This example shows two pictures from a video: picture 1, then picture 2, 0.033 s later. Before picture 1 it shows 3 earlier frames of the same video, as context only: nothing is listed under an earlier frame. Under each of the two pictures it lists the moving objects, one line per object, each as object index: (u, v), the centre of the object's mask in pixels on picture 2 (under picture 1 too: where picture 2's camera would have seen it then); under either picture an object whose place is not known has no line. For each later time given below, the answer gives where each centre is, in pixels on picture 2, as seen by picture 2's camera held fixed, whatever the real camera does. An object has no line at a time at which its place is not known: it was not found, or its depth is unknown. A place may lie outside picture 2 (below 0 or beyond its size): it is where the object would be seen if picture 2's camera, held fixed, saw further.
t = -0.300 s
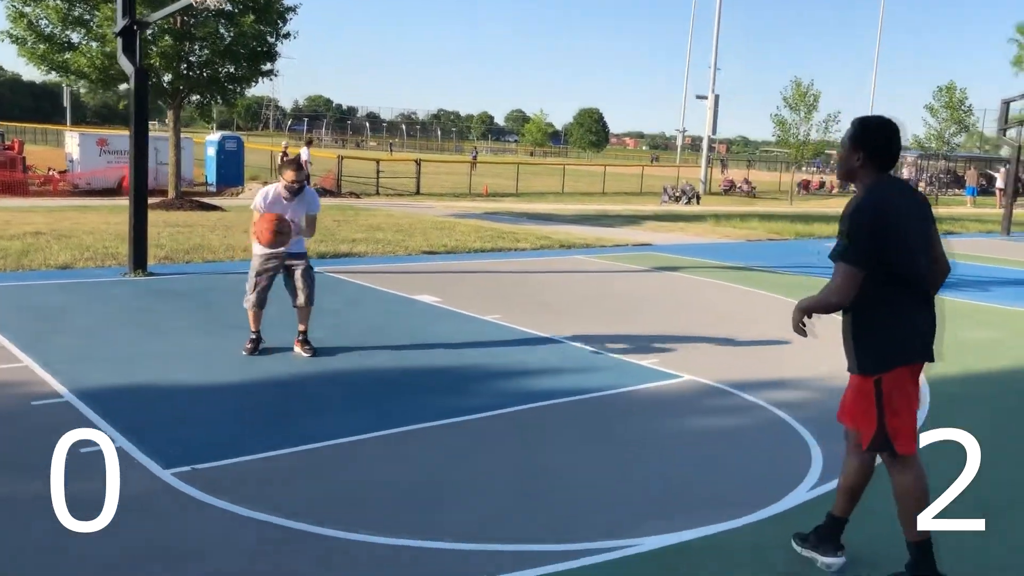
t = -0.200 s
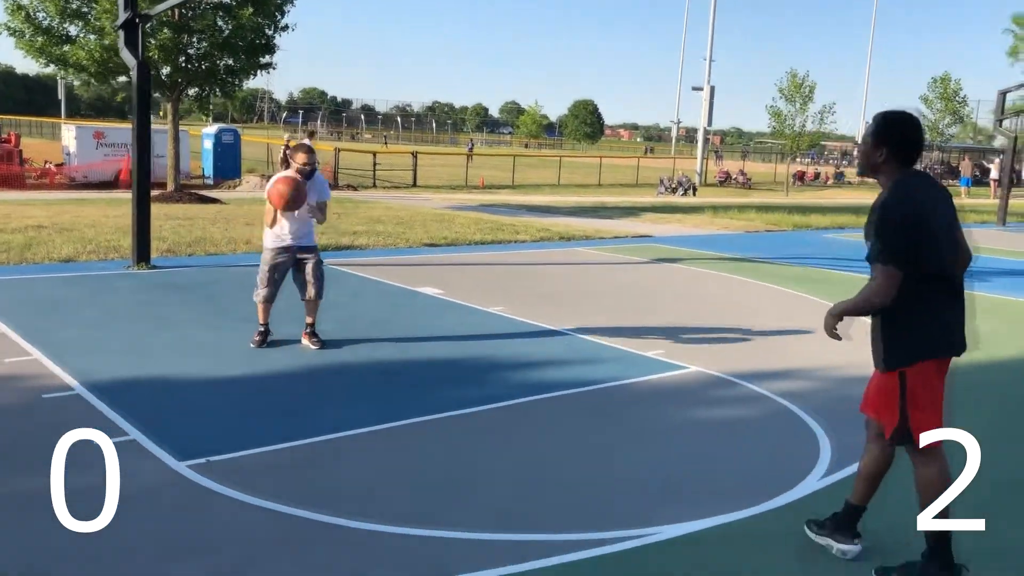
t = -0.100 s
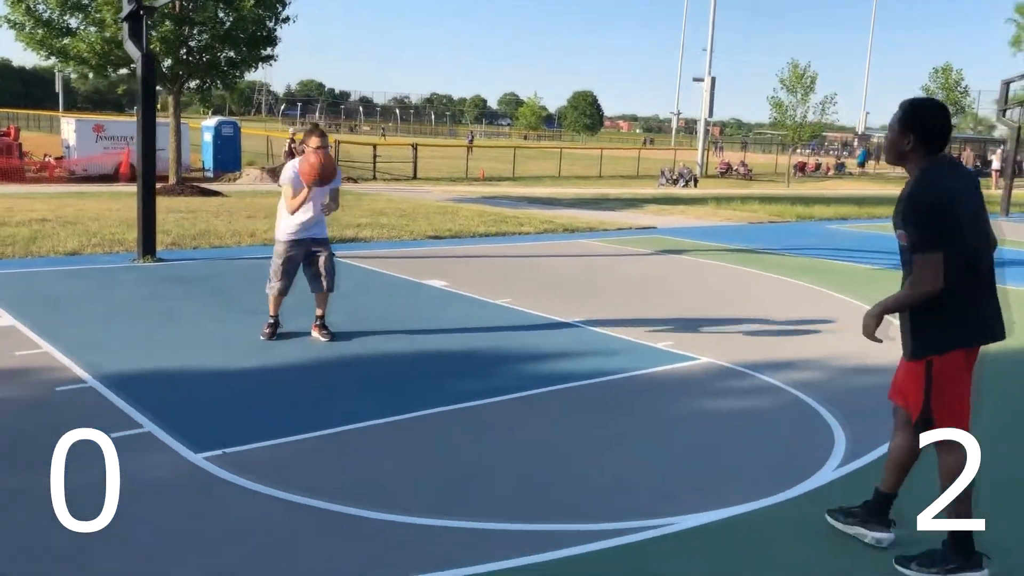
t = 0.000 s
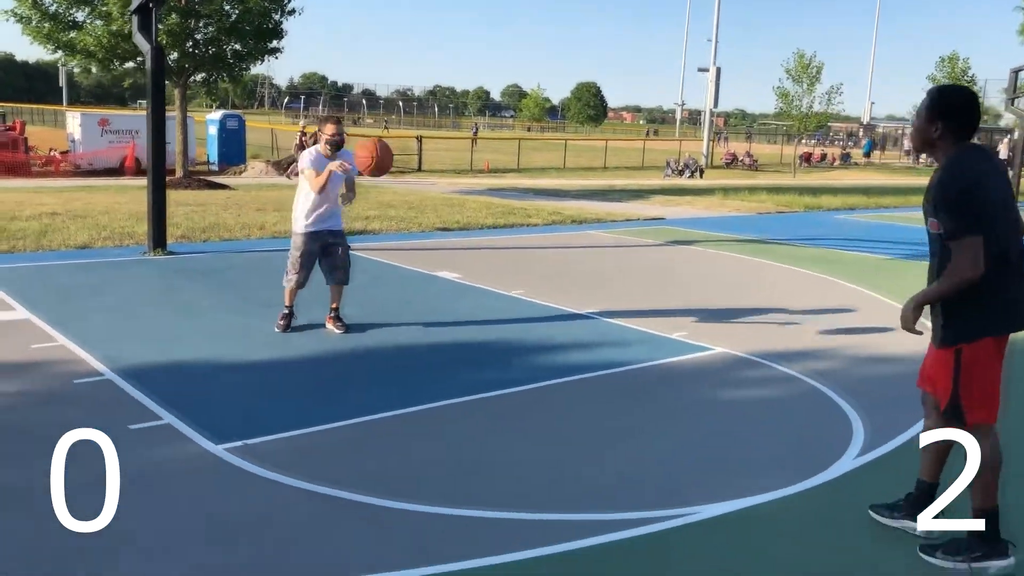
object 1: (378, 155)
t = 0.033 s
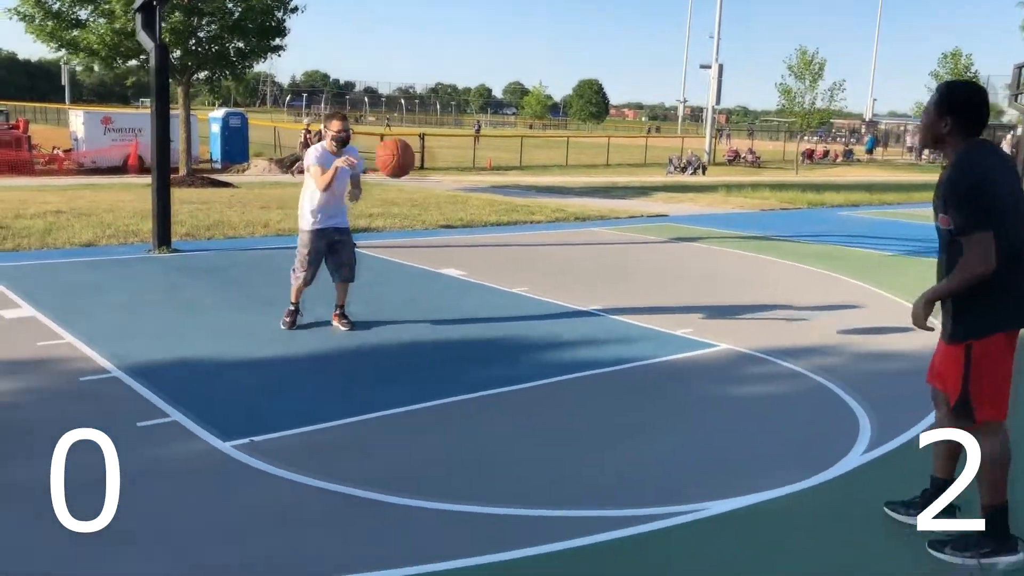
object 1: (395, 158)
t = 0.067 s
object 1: (411, 163)
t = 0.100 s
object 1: (428, 170)
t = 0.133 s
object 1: (447, 179)
